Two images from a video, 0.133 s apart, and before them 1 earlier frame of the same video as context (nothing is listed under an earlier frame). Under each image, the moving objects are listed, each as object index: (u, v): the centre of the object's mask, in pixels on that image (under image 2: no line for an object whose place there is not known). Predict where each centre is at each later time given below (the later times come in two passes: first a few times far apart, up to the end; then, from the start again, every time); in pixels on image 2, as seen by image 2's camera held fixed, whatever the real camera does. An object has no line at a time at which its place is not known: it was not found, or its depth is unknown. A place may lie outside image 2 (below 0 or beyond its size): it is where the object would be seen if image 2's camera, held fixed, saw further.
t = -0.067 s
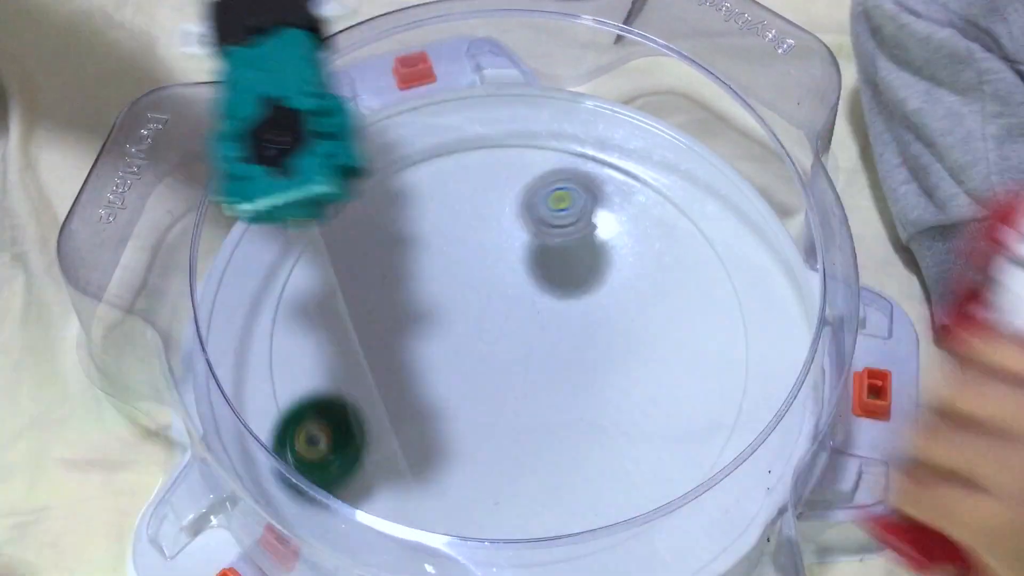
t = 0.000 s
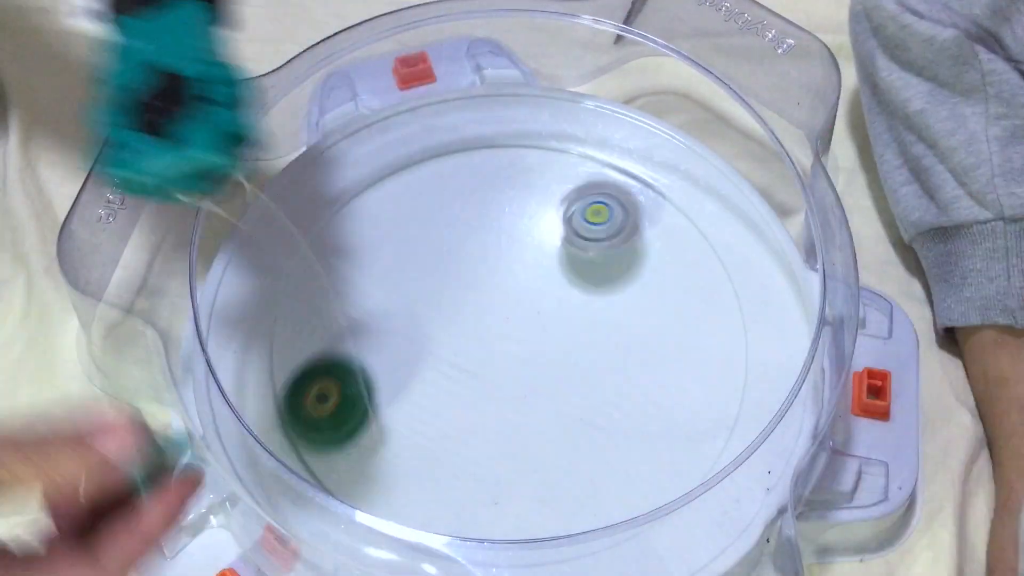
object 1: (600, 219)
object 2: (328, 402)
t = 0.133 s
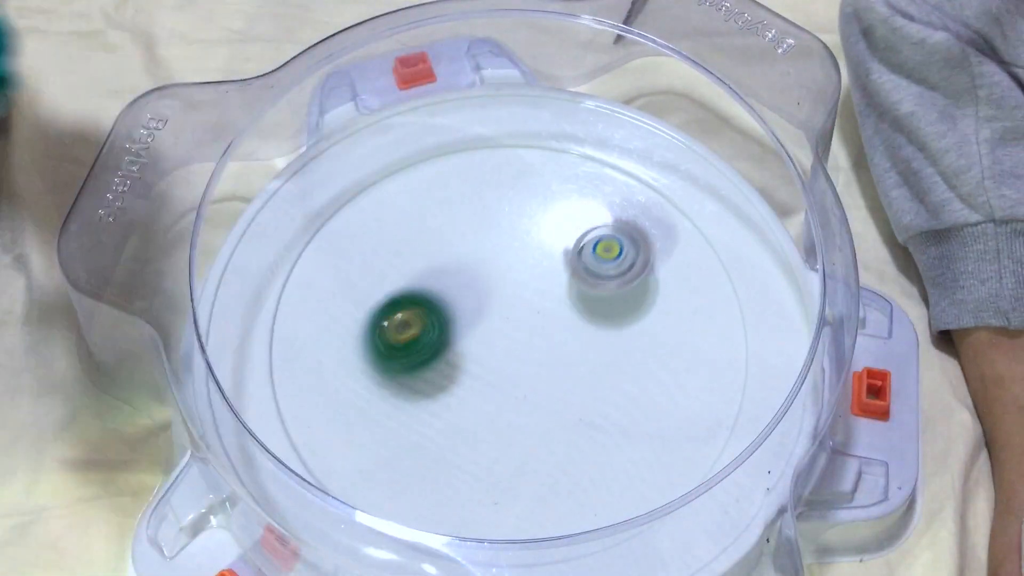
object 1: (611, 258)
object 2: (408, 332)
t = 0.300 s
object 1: (642, 301)
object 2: (480, 290)
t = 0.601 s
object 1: (598, 321)
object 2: (461, 349)
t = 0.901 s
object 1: (569, 328)
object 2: (424, 414)
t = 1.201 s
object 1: (557, 339)
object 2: (441, 438)
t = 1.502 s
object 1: (537, 350)
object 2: (459, 411)
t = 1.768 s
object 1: (566, 246)
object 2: (415, 405)
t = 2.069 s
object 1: (463, 230)
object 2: (462, 366)
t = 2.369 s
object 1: (472, 205)
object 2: (515, 407)
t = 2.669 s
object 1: (470, 288)
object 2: (590, 339)
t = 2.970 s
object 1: (502, 303)
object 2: (634, 300)
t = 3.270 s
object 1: (509, 319)
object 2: (619, 288)
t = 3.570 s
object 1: (469, 327)
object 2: (591, 313)
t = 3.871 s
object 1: (420, 405)
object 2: (519, 344)
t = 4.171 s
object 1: (314, 432)
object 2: (554, 323)
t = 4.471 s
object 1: (376, 393)
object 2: (539, 304)
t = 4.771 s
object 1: (399, 326)
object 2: (626, 261)
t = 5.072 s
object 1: (452, 327)
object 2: (643, 224)
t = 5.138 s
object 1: (482, 322)
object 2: (627, 232)
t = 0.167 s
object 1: (603, 268)
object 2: (439, 319)
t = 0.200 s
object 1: (596, 277)
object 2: (472, 307)
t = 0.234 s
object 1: (599, 285)
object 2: (493, 298)
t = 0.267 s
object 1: (625, 293)
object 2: (485, 291)
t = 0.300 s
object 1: (642, 301)
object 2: (480, 290)
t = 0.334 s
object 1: (652, 308)
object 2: (477, 293)
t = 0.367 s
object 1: (654, 313)
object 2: (474, 300)
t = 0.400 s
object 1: (650, 317)
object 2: (471, 307)
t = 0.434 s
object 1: (644, 320)
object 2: (469, 315)
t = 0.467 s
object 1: (636, 321)
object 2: (467, 322)
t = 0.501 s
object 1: (627, 322)
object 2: (465, 329)
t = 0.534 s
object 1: (617, 321)
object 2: (464, 336)
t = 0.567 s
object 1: (608, 321)
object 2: (463, 343)
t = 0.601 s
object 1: (598, 321)
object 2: (461, 349)
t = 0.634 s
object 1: (589, 321)
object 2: (461, 356)
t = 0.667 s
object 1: (580, 320)
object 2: (461, 362)
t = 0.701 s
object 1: (570, 321)
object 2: (461, 368)
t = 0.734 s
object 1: (561, 323)
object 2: (462, 373)
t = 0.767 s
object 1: (551, 328)
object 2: (463, 378)
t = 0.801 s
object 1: (554, 329)
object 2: (452, 387)
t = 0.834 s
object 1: (562, 328)
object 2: (437, 397)
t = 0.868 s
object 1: (565, 327)
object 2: (427, 406)
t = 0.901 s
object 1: (569, 328)
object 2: (424, 414)
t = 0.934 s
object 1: (570, 328)
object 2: (424, 422)
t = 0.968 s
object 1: (571, 329)
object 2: (425, 429)
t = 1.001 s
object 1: (570, 330)
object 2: (426, 434)
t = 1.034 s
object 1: (569, 331)
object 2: (428, 437)
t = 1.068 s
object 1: (567, 334)
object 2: (431, 440)
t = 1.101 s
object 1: (565, 334)
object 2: (433, 440)
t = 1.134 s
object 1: (563, 335)
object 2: (436, 440)
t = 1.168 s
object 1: (560, 337)
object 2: (439, 440)
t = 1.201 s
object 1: (557, 339)
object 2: (441, 438)
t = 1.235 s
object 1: (555, 339)
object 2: (444, 436)
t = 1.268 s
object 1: (552, 340)
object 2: (448, 434)
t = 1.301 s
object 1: (550, 342)
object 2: (451, 432)
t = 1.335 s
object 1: (547, 344)
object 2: (453, 429)
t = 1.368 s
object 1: (544, 346)
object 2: (456, 426)
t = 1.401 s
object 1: (541, 348)
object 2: (457, 423)
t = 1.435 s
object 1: (538, 350)
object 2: (460, 419)
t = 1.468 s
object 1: (534, 352)
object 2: (463, 414)
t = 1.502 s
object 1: (537, 350)
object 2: (459, 411)
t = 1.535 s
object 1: (563, 331)
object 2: (434, 416)
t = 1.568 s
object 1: (581, 317)
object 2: (415, 418)
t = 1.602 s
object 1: (593, 302)
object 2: (404, 416)
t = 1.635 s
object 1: (598, 288)
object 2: (401, 414)
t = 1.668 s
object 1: (597, 279)
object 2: (402, 412)
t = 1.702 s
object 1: (591, 269)
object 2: (406, 410)
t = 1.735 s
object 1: (581, 258)
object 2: (410, 407)
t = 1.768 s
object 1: (566, 246)
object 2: (415, 405)
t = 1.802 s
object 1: (550, 234)
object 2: (421, 401)
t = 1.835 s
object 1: (533, 223)
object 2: (427, 398)
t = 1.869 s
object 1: (519, 216)
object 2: (433, 395)
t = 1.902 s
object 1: (506, 212)
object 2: (439, 391)
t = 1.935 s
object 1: (494, 211)
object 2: (444, 387)
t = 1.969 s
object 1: (483, 213)
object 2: (449, 382)
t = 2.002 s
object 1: (474, 218)
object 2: (453, 377)
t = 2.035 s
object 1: (468, 224)
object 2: (458, 372)
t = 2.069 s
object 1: (463, 230)
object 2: (462, 366)
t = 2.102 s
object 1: (461, 238)
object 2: (467, 361)
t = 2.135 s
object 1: (461, 248)
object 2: (470, 353)
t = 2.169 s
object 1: (463, 256)
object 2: (474, 347)
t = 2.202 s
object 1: (467, 240)
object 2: (478, 362)
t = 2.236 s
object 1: (472, 222)
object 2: (481, 380)
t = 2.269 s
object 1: (475, 213)
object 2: (487, 394)
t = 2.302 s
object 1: (476, 206)
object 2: (495, 403)
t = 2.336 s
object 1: (475, 204)
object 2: (504, 407)
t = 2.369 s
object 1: (472, 205)
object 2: (515, 407)
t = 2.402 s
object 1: (471, 209)
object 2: (526, 403)
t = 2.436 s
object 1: (469, 218)
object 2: (537, 396)
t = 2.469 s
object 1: (467, 229)
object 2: (547, 387)
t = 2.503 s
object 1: (465, 240)
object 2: (555, 379)
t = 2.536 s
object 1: (464, 253)
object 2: (564, 370)
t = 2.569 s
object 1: (463, 261)
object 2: (572, 363)
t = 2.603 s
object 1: (463, 272)
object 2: (578, 355)
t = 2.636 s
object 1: (465, 280)
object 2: (585, 346)
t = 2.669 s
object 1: (470, 288)
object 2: (590, 339)
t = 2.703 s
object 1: (478, 293)
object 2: (593, 331)
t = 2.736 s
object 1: (489, 300)
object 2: (595, 326)
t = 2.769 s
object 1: (500, 305)
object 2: (598, 321)
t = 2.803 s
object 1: (497, 303)
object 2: (612, 320)
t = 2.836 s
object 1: (495, 300)
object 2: (621, 317)
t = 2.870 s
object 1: (497, 300)
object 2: (626, 311)
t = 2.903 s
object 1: (499, 300)
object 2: (630, 307)
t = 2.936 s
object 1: (501, 302)
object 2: (633, 303)
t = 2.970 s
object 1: (502, 303)
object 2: (634, 300)
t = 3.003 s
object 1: (503, 304)
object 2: (633, 298)
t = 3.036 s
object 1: (504, 306)
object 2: (633, 296)
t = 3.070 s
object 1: (505, 308)
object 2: (632, 294)
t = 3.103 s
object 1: (505, 310)
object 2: (630, 293)
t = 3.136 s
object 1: (506, 311)
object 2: (629, 291)
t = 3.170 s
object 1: (507, 313)
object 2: (627, 290)
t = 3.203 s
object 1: (508, 315)
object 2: (624, 288)
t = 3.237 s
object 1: (509, 317)
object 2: (622, 288)
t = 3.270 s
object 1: (509, 319)
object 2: (619, 288)
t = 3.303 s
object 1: (510, 321)
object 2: (616, 288)
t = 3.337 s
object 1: (510, 323)
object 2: (613, 290)
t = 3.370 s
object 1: (511, 326)
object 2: (609, 292)
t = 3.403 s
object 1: (511, 327)
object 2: (604, 293)
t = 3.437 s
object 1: (511, 329)
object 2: (600, 295)
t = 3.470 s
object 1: (509, 331)
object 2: (596, 298)
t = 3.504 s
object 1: (500, 329)
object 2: (595, 301)
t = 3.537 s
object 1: (483, 327)
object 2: (596, 308)
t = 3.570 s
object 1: (469, 327)
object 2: (591, 313)
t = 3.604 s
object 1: (456, 332)
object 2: (586, 317)
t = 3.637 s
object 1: (446, 336)
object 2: (579, 320)
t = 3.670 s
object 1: (437, 345)
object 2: (573, 323)
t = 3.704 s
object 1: (430, 355)
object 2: (565, 327)
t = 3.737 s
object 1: (425, 368)
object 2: (557, 331)
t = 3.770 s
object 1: (420, 380)
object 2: (548, 335)
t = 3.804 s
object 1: (418, 391)
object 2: (539, 337)
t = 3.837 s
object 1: (418, 401)
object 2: (529, 341)
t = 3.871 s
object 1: (420, 405)
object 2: (519, 344)
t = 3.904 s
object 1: (421, 406)
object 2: (510, 348)
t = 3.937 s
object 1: (419, 407)
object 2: (507, 349)
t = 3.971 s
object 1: (389, 414)
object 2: (531, 340)
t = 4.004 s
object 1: (367, 420)
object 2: (548, 334)
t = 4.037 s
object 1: (348, 424)
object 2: (558, 330)
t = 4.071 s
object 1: (331, 430)
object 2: (560, 328)
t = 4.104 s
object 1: (320, 433)
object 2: (557, 327)
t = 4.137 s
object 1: (314, 433)
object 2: (556, 325)
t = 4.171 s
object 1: (314, 432)
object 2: (554, 323)
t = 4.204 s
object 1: (316, 428)
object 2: (552, 321)
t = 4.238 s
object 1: (323, 421)
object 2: (551, 319)
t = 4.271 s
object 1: (329, 418)
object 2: (549, 317)
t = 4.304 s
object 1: (338, 411)
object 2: (547, 314)
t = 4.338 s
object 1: (346, 408)
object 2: (545, 312)
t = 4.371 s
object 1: (354, 403)
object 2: (544, 310)
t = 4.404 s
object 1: (361, 399)
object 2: (542, 308)
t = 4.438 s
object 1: (369, 396)
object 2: (541, 306)
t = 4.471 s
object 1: (376, 393)
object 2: (539, 304)
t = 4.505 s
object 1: (384, 387)
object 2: (538, 302)
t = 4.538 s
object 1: (394, 379)
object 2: (536, 300)
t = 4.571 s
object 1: (403, 373)
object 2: (535, 299)
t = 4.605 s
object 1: (416, 365)
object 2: (534, 297)
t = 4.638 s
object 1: (430, 355)
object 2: (533, 297)
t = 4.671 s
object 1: (444, 341)
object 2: (531, 296)
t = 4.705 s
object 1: (441, 333)
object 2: (552, 289)
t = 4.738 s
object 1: (415, 329)
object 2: (592, 275)
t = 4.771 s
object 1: (399, 326)
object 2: (626, 261)
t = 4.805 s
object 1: (394, 323)
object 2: (652, 246)
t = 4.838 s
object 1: (394, 321)
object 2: (671, 234)
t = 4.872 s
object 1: (398, 322)
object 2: (683, 225)
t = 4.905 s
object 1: (403, 322)
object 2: (689, 216)
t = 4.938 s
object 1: (409, 325)
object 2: (687, 212)
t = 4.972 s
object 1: (416, 326)
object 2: (677, 213)
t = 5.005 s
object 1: (426, 327)
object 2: (665, 216)
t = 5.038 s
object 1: (438, 328)
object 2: (655, 220)
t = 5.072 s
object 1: (452, 327)
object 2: (643, 224)
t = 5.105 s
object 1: (466, 325)
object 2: (635, 229)
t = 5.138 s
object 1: (482, 322)
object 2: (627, 232)
